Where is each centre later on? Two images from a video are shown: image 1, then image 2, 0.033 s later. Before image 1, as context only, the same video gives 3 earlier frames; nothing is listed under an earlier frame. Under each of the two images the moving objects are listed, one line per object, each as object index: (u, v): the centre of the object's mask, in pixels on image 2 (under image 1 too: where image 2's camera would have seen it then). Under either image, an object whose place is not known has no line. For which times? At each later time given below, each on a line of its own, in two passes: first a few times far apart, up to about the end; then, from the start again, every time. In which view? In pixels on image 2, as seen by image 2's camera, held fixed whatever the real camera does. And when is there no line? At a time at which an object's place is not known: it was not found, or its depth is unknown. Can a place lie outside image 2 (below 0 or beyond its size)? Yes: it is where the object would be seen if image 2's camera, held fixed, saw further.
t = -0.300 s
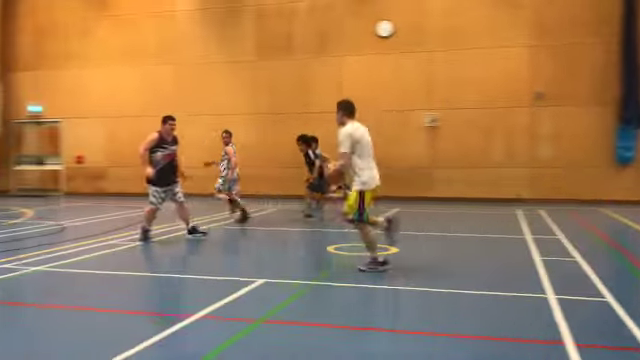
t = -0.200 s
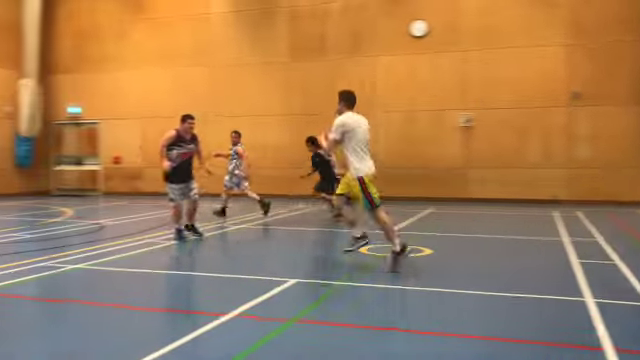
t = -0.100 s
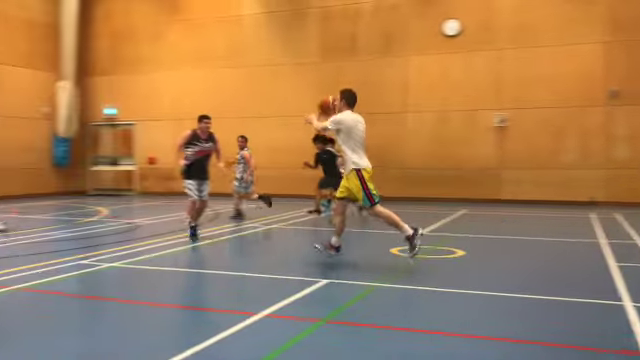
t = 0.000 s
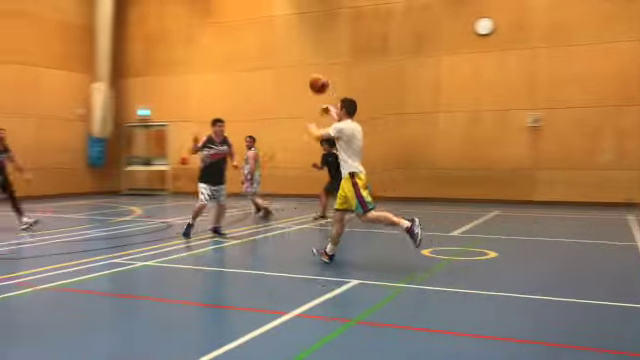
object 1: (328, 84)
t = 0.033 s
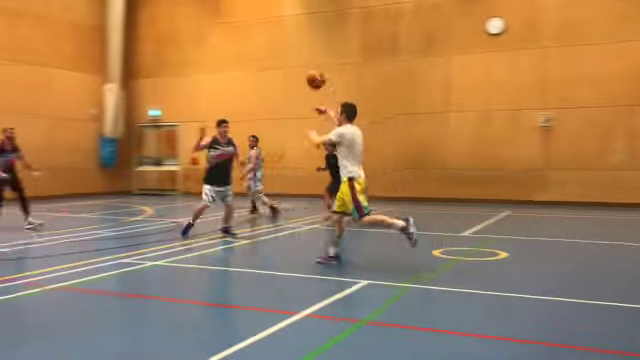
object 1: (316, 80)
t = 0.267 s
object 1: (246, 73)
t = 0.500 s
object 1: (199, 97)
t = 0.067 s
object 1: (303, 77)
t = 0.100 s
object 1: (292, 74)
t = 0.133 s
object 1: (282, 73)
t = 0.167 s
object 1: (272, 72)
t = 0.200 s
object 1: (263, 72)
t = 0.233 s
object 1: (254, 72)
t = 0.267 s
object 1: (246, 73)
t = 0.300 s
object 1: (238, 75)
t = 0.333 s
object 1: (231, 78)
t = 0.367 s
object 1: (223, 80)
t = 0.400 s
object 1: (217, 84)
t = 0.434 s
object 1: (212, 87)
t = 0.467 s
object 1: (205, 91)
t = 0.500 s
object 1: (199, 97)
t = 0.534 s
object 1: (193, 101)
